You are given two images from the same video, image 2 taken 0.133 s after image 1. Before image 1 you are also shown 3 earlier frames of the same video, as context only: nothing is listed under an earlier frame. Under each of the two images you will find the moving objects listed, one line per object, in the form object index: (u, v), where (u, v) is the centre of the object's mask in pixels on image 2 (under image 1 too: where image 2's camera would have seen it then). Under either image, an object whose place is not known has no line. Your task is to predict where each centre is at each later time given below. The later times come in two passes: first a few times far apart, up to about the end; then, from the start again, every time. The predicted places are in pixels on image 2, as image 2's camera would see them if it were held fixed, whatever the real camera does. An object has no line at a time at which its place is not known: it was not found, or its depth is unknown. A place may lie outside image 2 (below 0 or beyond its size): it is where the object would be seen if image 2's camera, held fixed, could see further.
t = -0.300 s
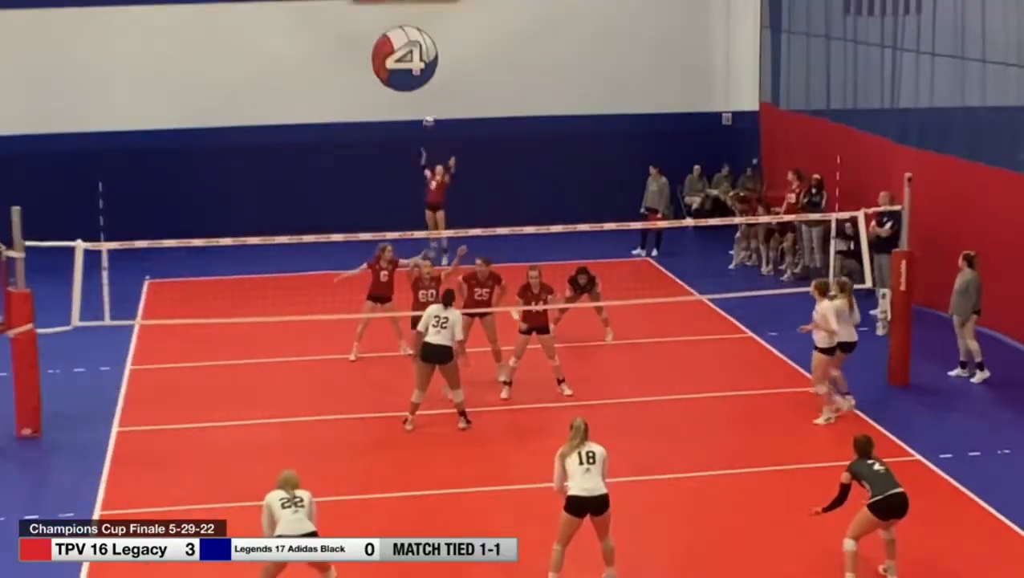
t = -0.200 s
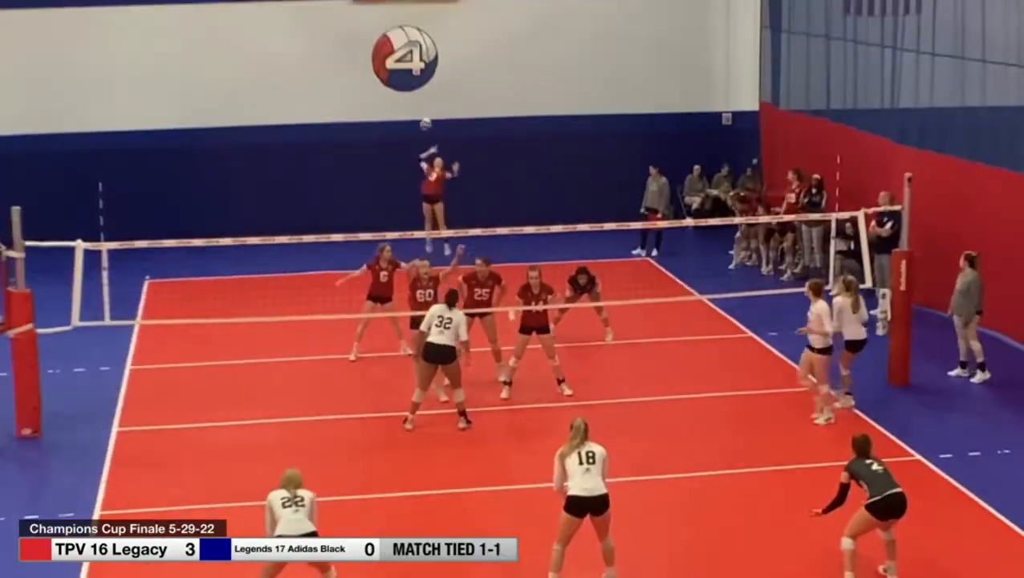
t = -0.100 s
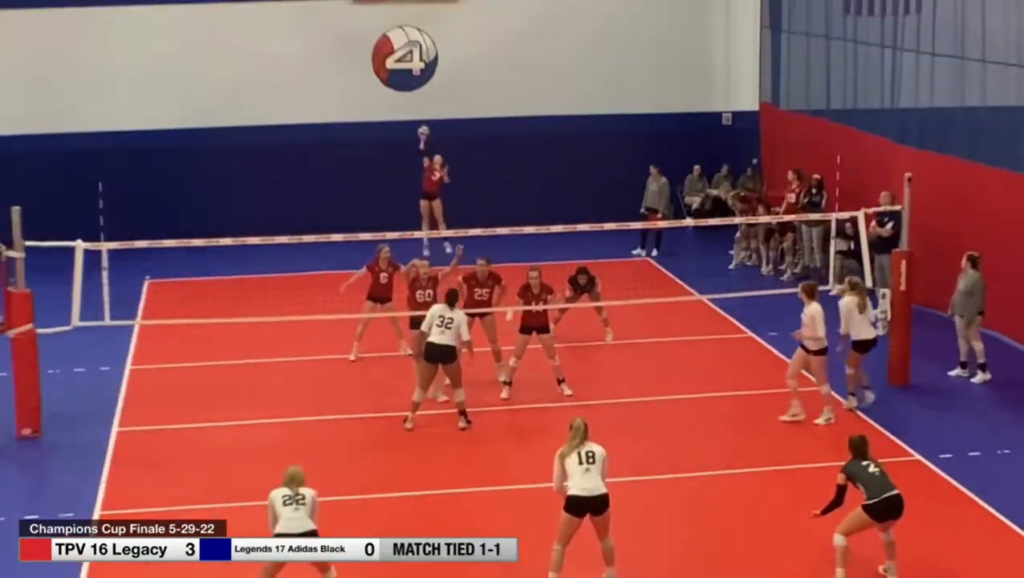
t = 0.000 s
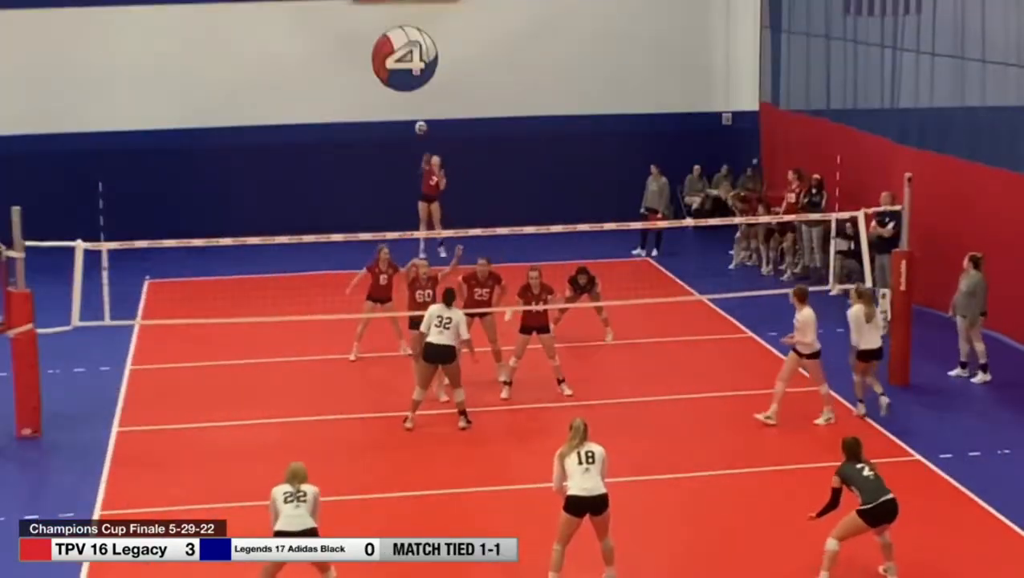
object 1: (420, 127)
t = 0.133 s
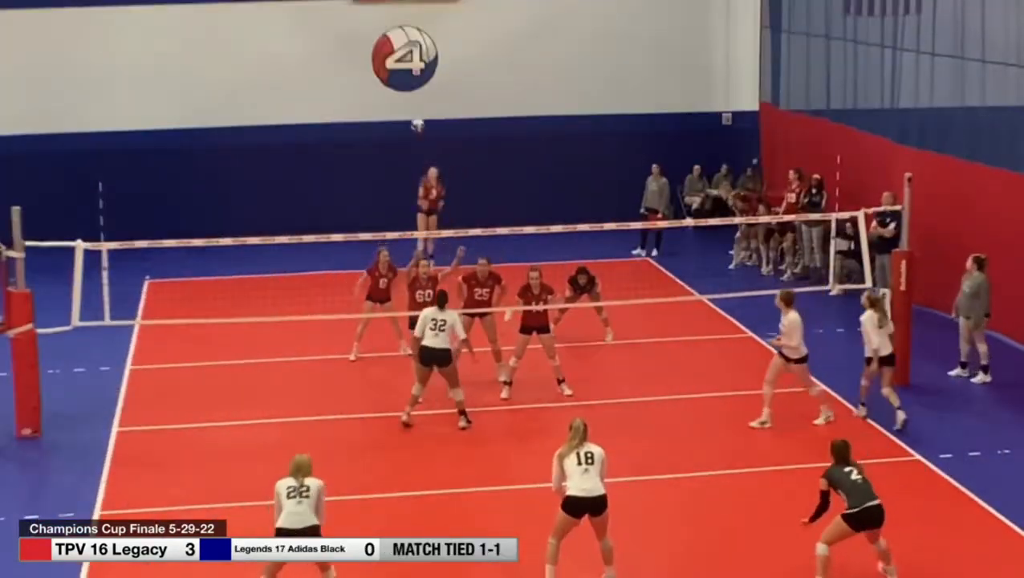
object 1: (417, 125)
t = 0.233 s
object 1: (414, 129)
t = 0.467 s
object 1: (398, 174)
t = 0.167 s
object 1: (416, 126)
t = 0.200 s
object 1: (415, 127)
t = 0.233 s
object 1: (414, 129)
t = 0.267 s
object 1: (413, 133)
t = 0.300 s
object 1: (411, 136)
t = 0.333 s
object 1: (409, 142)
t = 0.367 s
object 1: (406, 148)
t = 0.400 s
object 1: (403, 156)
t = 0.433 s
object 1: (401, 164)
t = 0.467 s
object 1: (398, 174)
